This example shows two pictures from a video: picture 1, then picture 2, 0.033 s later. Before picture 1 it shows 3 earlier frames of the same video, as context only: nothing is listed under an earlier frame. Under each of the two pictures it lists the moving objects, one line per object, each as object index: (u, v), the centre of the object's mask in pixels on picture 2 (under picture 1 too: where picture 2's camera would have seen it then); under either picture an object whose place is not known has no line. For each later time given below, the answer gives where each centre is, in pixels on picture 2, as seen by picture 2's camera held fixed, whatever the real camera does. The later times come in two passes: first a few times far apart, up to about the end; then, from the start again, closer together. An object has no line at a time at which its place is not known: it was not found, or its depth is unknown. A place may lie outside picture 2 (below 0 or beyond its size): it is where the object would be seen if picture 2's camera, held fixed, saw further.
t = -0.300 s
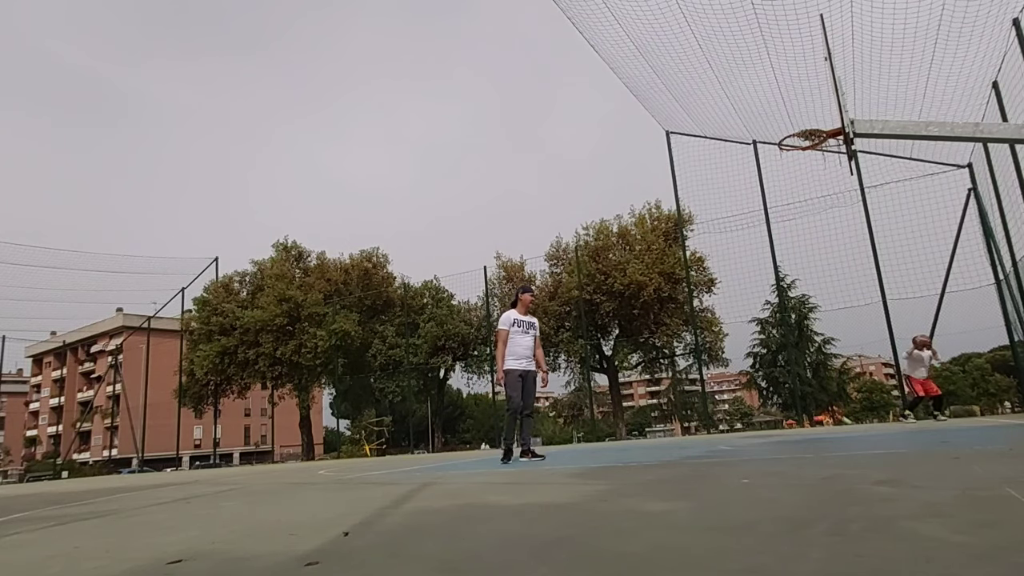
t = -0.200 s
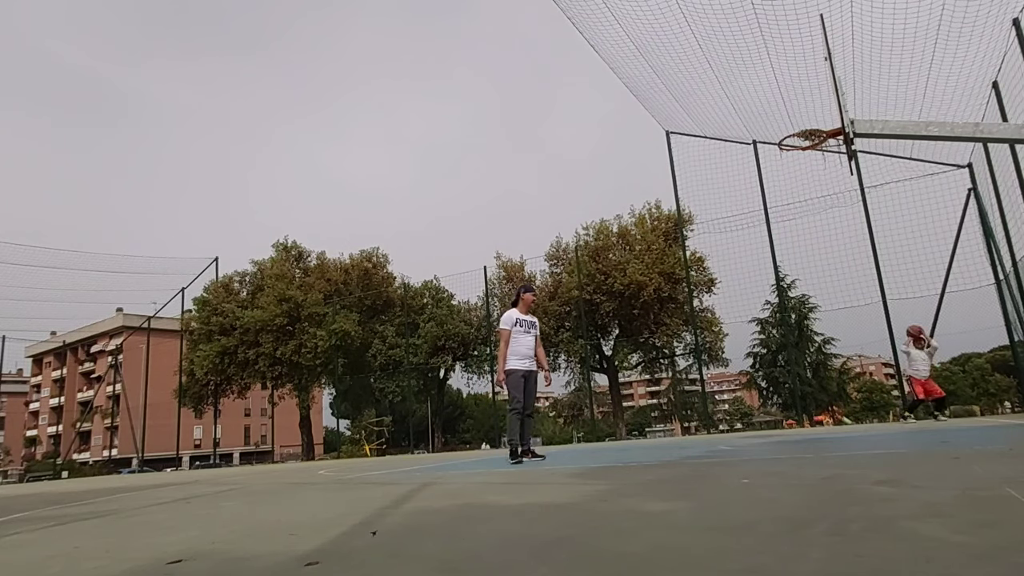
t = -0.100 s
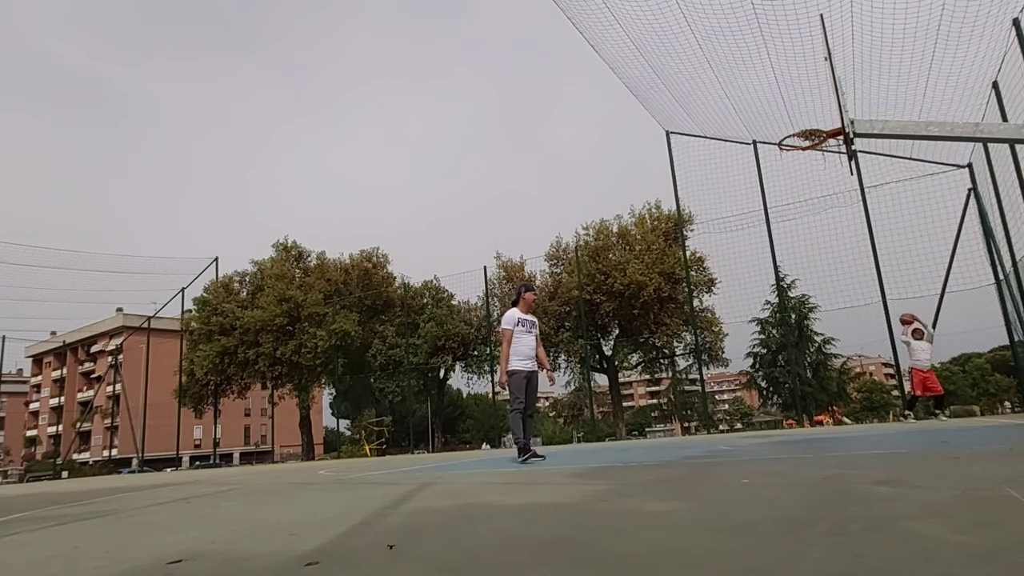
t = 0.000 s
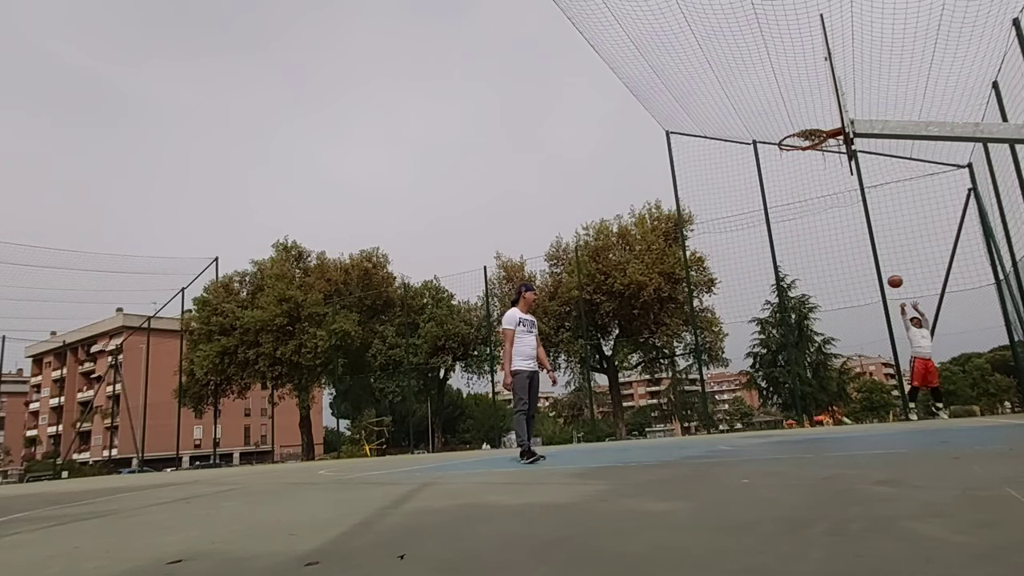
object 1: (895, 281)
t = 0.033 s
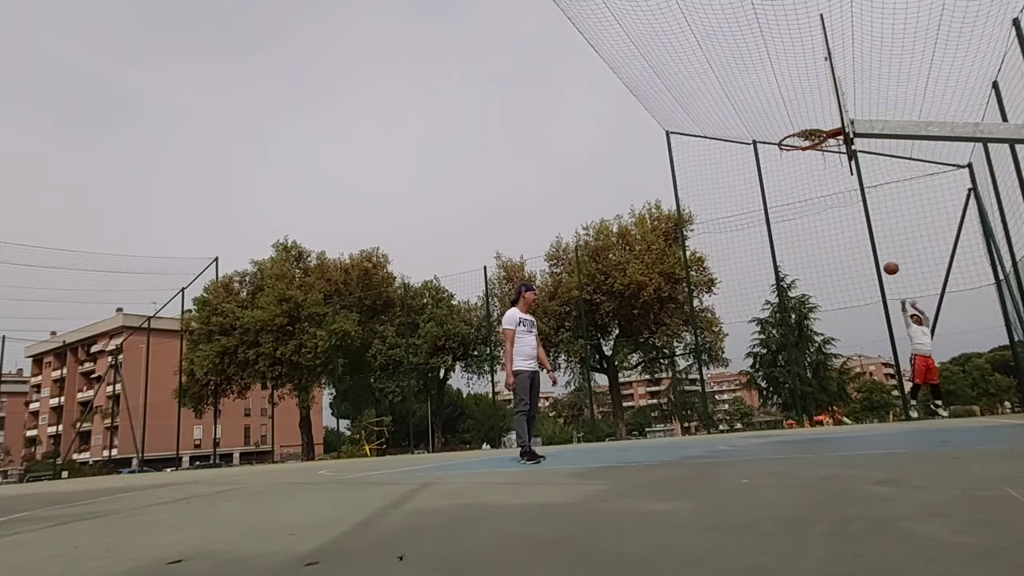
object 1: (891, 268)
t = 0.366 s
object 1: (857, 160)
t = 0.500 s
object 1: (838, 125)
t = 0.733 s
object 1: (822, 95)
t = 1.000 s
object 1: (803, 94)
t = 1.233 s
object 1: (791, 141)
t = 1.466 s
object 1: (835, 240)
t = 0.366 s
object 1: (857, 160)
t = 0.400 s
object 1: (853, 152)
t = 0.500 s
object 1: (838, 125)
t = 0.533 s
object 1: (835, 122)
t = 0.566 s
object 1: (833, 117)
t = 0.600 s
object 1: (831, 112)
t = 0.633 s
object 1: (829, 106)
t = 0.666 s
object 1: (827, 102)
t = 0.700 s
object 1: (825, 98)
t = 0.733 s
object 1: (822, 95)
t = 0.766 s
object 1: (820, 92)
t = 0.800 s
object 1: (817, 90)
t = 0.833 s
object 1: (815, 89)
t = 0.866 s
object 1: (812, 88)
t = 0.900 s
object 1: (810, 88)
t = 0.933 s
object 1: (808, 89)
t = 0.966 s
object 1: (805, 91)
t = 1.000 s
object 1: (803, 94)
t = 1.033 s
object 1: (802, 97)
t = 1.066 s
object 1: (799, 102)
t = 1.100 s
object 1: (797, 108)
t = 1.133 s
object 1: (796, 114)
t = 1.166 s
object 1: (794, 121)
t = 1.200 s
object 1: (792, 130)
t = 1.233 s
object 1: (791, 141)
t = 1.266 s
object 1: (795, 150)
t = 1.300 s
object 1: (800, 161)
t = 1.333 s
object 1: (806, 173)
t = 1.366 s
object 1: (812, 186)
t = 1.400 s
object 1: (819, 202)
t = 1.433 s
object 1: (827, 220)
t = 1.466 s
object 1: (835, 240)
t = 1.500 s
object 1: (843, 262)
